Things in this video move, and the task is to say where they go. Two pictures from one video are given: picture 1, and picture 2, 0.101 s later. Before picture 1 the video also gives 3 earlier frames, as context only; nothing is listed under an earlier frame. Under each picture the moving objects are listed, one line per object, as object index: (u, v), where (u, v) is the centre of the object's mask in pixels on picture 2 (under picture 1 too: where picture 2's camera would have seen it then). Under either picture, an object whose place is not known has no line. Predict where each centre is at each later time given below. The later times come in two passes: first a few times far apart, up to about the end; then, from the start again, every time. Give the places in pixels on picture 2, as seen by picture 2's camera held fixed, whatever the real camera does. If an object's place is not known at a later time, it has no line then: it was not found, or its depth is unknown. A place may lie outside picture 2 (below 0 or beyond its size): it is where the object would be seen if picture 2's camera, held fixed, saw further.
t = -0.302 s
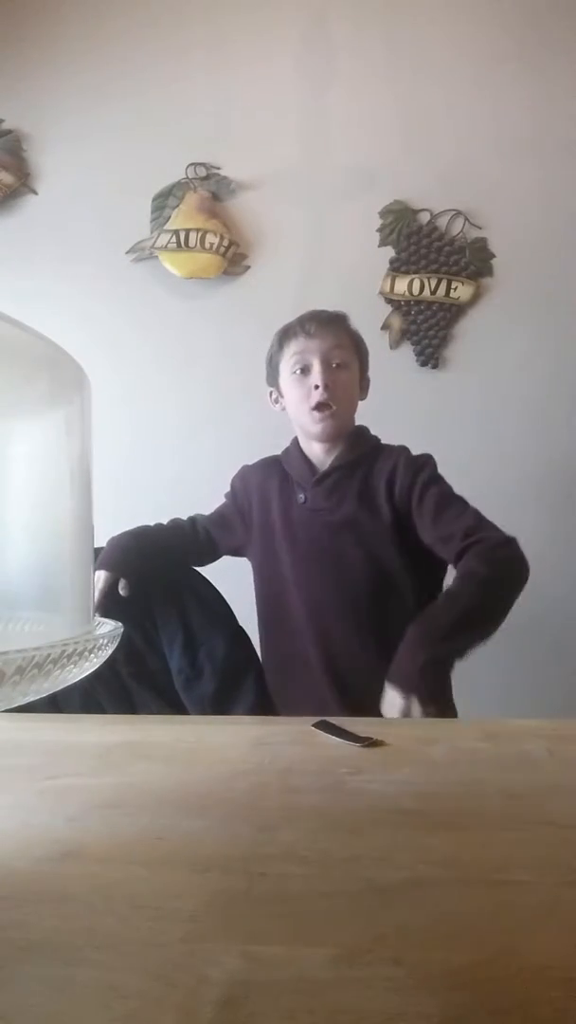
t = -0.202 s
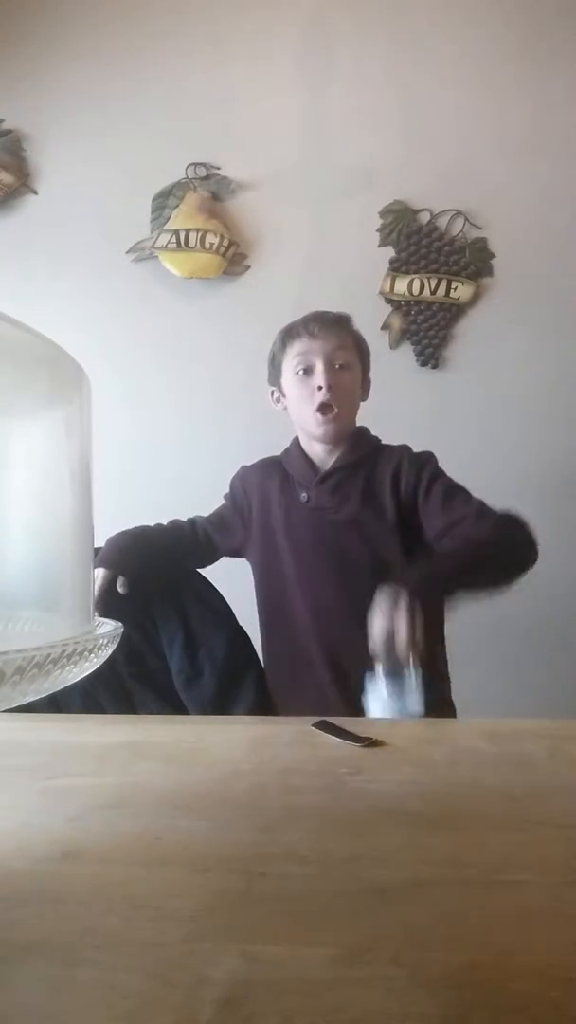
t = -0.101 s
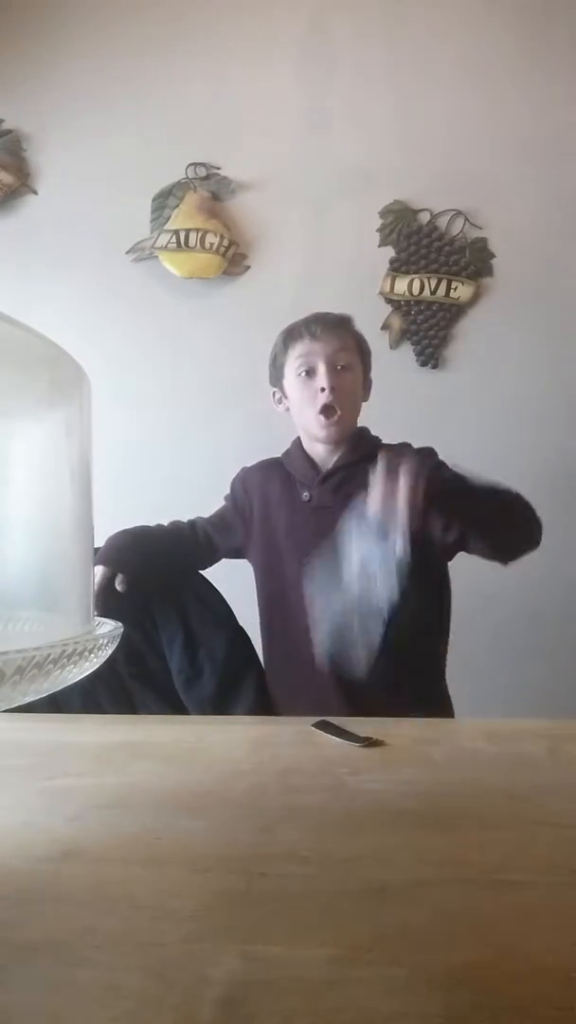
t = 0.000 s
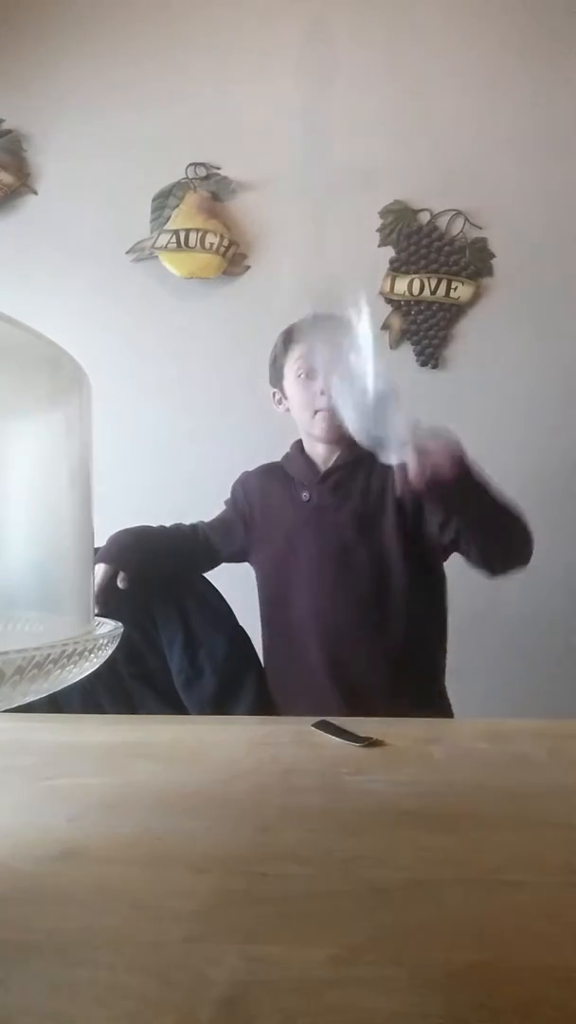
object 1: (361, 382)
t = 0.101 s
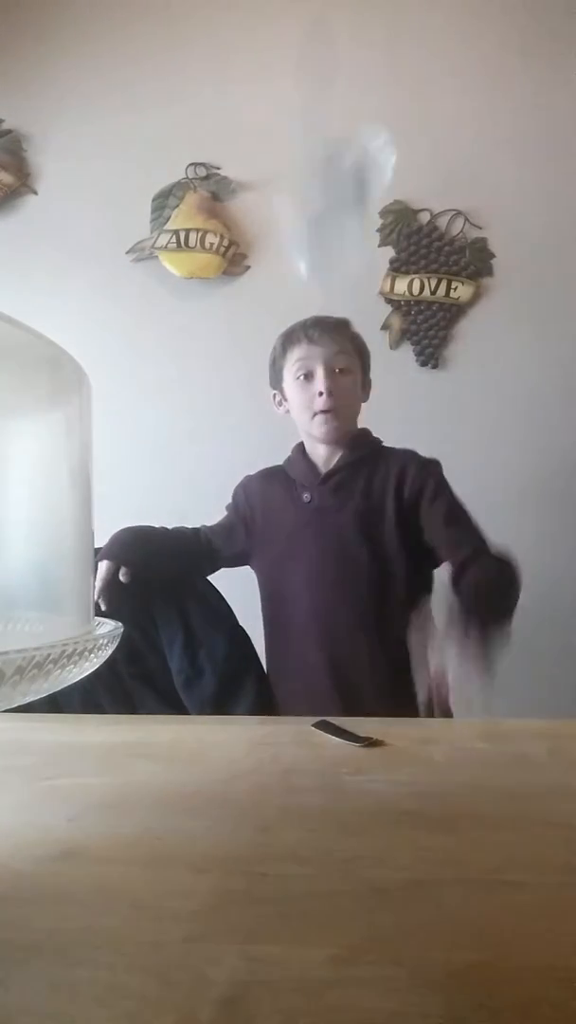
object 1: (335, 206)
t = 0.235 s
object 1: (348, 74)
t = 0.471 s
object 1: (396, 464)
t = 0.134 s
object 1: (327, 138)
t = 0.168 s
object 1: (330, 94)
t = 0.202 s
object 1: (337, 74)
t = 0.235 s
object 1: (348, 74)
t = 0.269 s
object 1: (355, 78)
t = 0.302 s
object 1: (360, 93)
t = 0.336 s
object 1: (364, 118)
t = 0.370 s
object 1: (365, 149)
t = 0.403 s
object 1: (370, 209)
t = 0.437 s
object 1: (379, 289)
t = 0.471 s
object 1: (396, 464)
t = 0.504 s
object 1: (414, 653)
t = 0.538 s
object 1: (388, 688)
